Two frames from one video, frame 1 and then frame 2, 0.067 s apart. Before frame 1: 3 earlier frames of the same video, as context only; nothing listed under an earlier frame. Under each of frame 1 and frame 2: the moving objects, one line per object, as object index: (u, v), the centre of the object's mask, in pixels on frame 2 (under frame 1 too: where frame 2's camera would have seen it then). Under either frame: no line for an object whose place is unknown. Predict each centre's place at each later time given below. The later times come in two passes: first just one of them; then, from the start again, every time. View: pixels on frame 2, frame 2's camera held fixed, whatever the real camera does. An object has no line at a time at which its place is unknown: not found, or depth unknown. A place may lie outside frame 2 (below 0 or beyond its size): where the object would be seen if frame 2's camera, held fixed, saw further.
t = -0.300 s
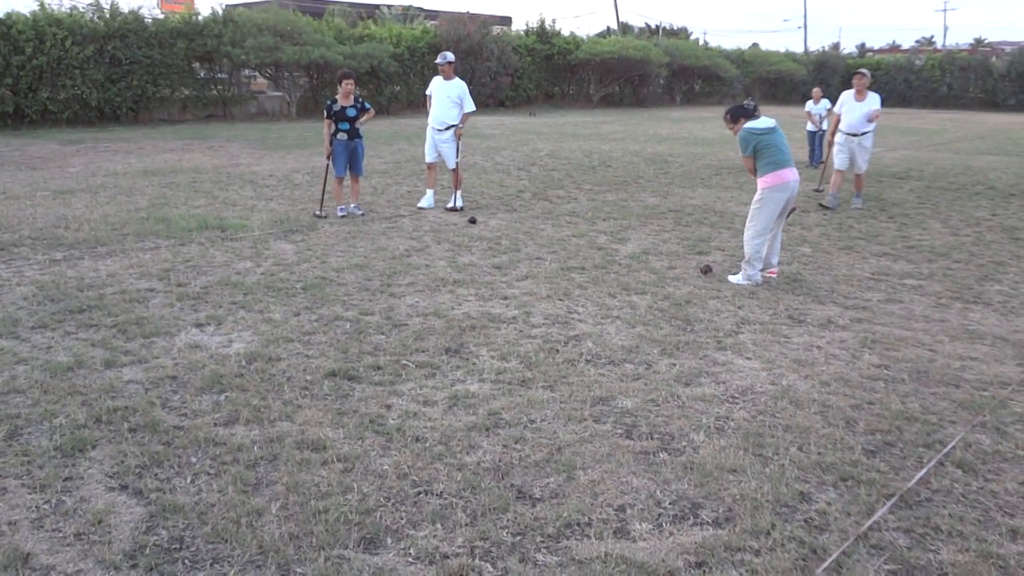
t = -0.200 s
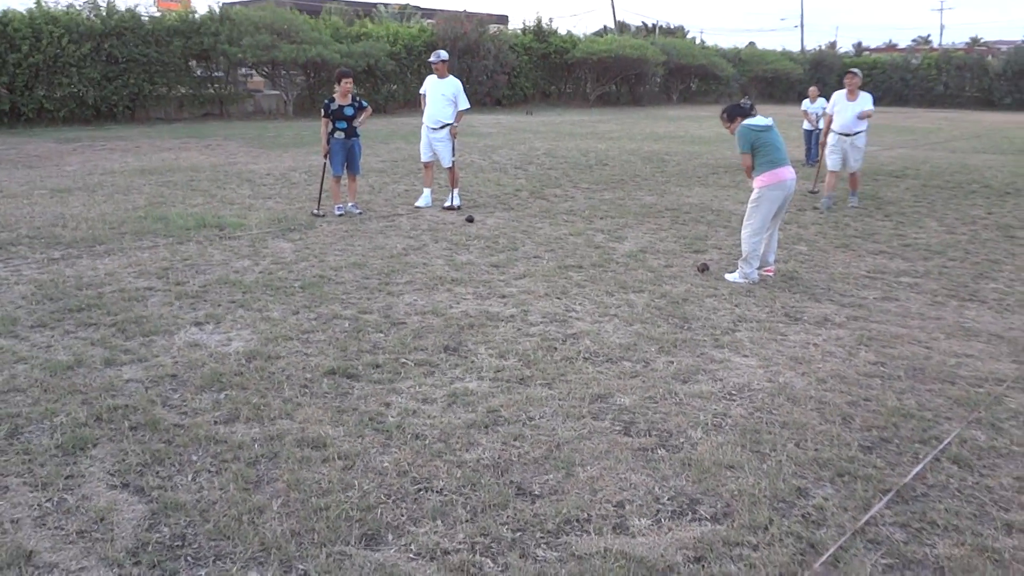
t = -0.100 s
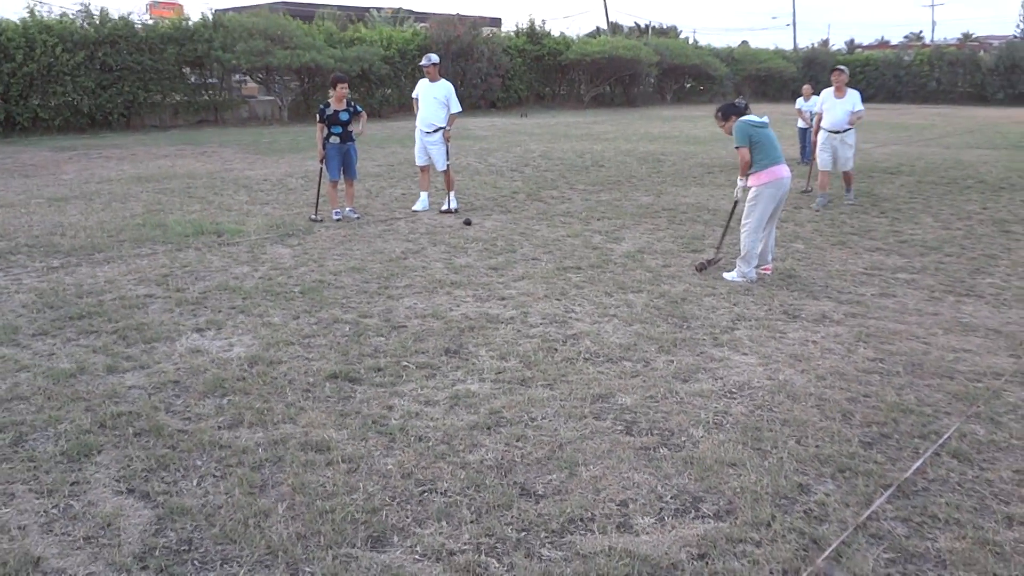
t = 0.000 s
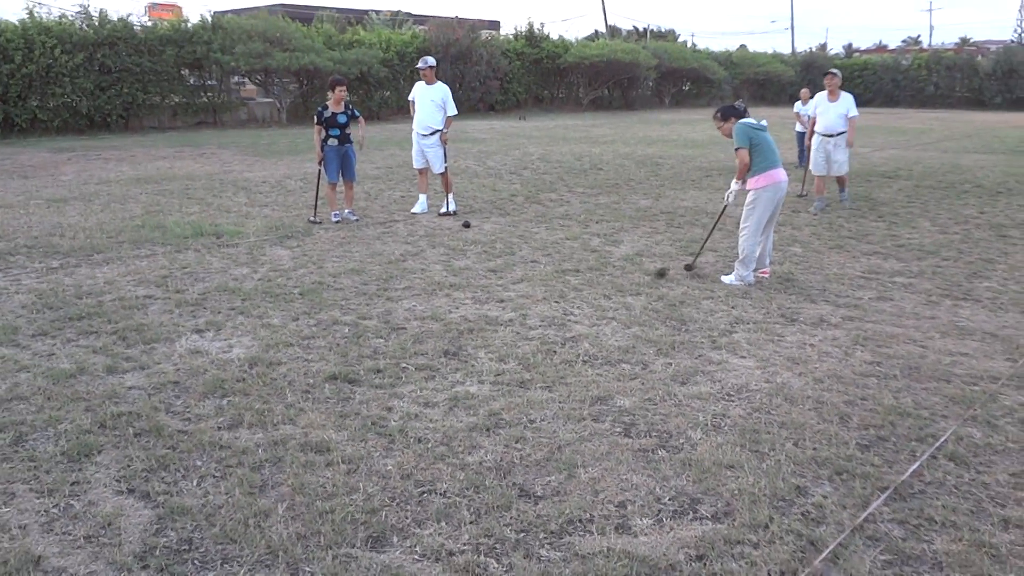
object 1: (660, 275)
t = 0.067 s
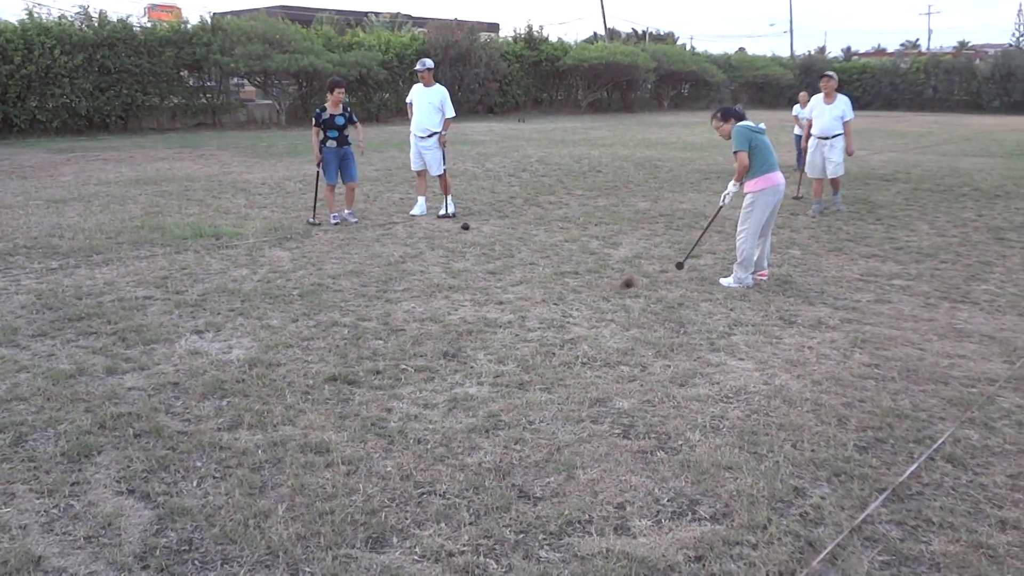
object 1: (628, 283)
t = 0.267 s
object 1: (511, 333)
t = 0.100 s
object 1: (610, 289)
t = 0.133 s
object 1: (590, 298)
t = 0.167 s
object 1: (572, 310)
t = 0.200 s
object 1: (550, 322)
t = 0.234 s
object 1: (529, 326)
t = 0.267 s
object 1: (511, 333)
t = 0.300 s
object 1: (489, 342)
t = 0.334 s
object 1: (466, 353)
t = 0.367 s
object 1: (445, 360)
